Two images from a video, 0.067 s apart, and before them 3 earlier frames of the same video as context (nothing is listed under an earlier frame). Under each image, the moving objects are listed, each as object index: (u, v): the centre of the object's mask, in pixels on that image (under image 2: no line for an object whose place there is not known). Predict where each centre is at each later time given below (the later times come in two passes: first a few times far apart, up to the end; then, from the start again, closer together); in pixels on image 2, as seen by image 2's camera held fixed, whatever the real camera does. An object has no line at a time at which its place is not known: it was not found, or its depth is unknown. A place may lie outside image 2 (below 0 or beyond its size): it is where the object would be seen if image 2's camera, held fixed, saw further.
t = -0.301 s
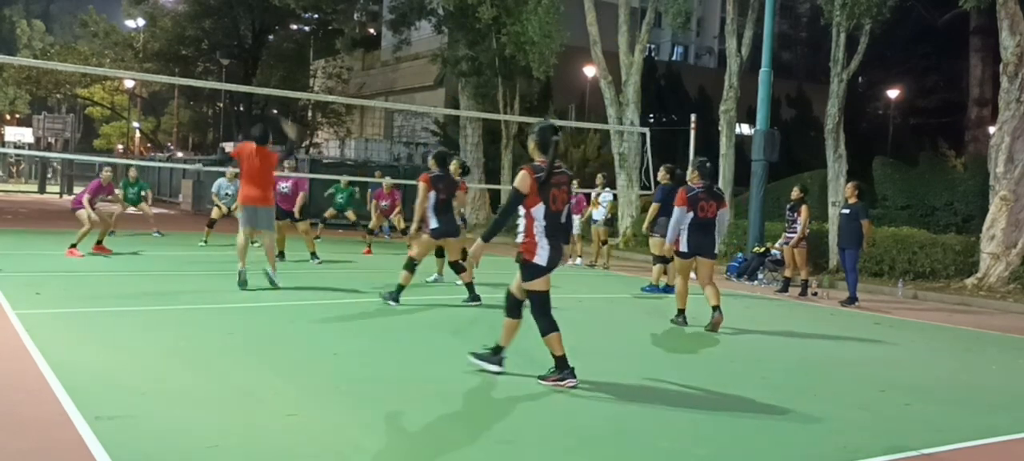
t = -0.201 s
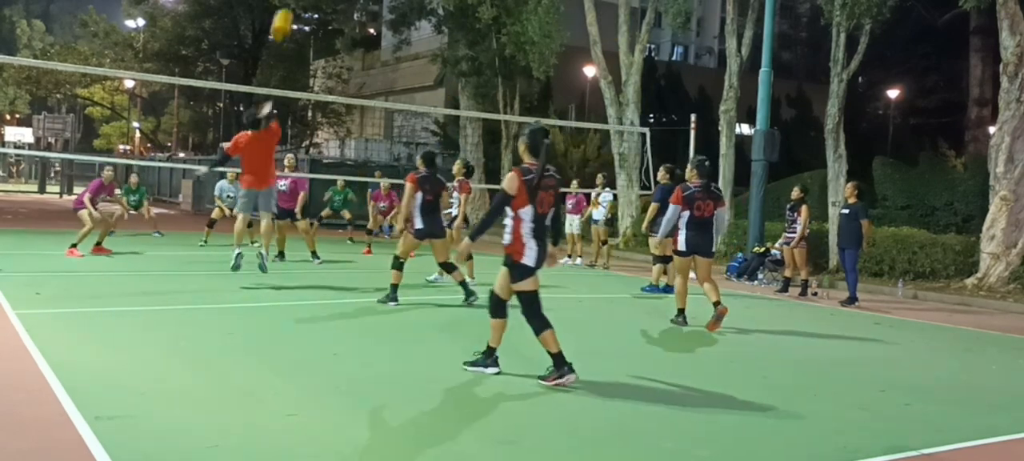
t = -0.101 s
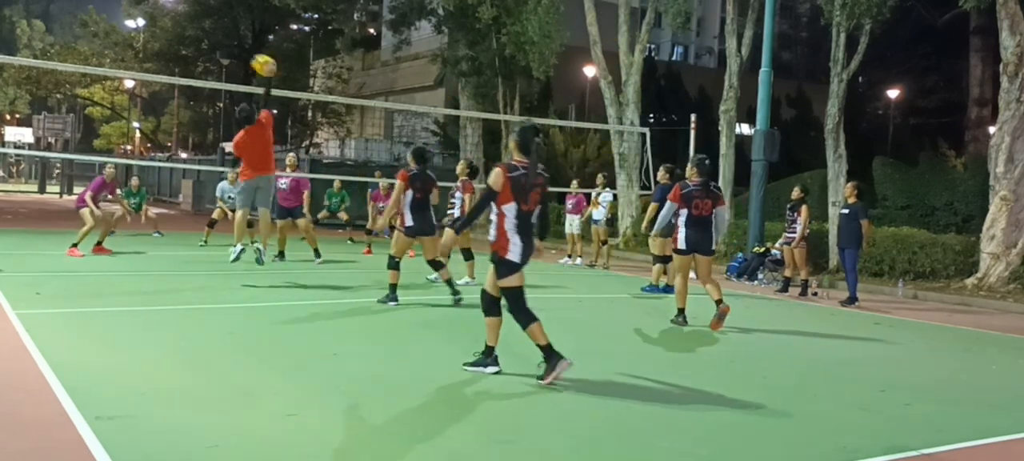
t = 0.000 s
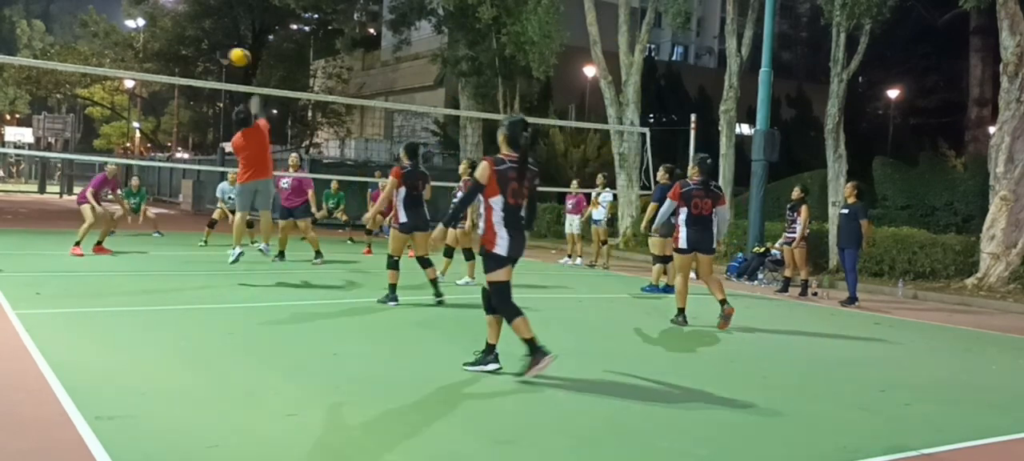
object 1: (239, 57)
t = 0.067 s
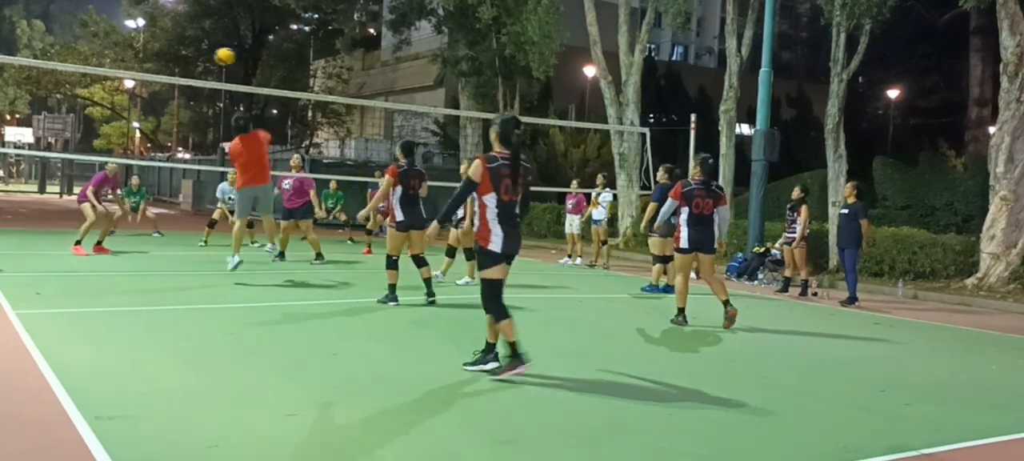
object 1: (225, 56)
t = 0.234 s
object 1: (195, 70)
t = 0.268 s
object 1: (189, 73)
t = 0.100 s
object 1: (219, 58)
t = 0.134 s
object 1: (212, 60)
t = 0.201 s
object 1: (200, 66)
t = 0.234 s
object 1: (195, 70)
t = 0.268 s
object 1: (189, 73)
